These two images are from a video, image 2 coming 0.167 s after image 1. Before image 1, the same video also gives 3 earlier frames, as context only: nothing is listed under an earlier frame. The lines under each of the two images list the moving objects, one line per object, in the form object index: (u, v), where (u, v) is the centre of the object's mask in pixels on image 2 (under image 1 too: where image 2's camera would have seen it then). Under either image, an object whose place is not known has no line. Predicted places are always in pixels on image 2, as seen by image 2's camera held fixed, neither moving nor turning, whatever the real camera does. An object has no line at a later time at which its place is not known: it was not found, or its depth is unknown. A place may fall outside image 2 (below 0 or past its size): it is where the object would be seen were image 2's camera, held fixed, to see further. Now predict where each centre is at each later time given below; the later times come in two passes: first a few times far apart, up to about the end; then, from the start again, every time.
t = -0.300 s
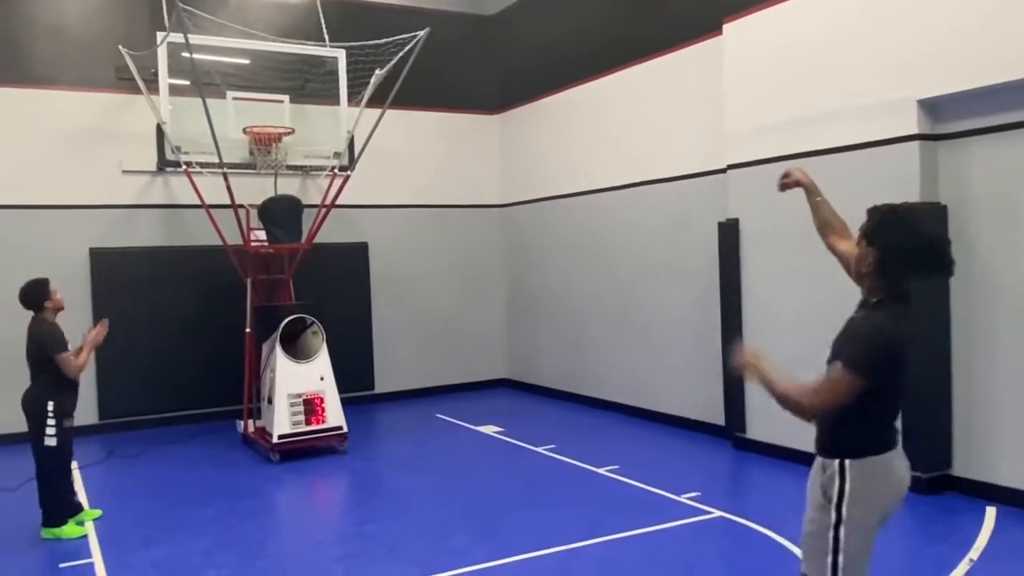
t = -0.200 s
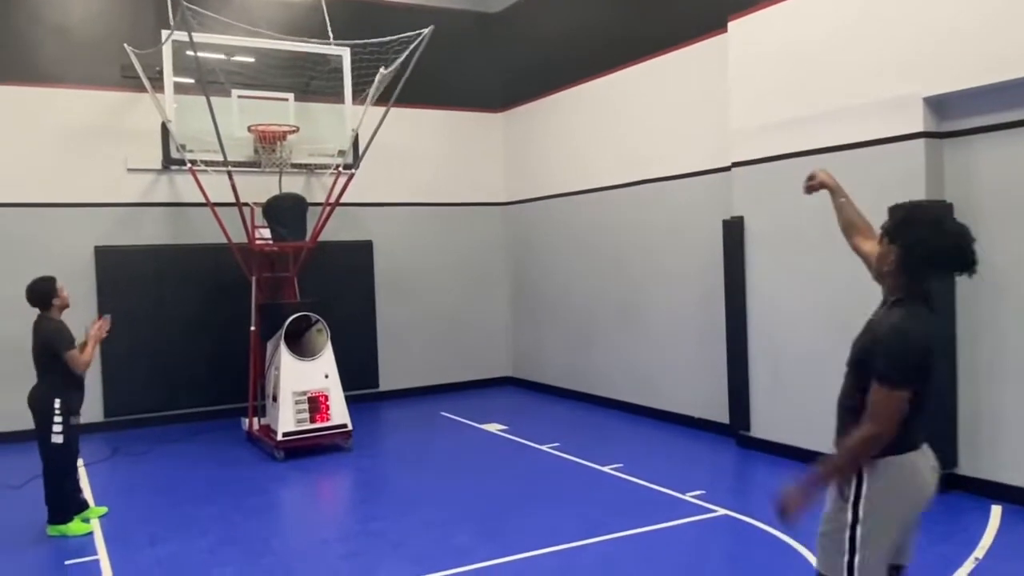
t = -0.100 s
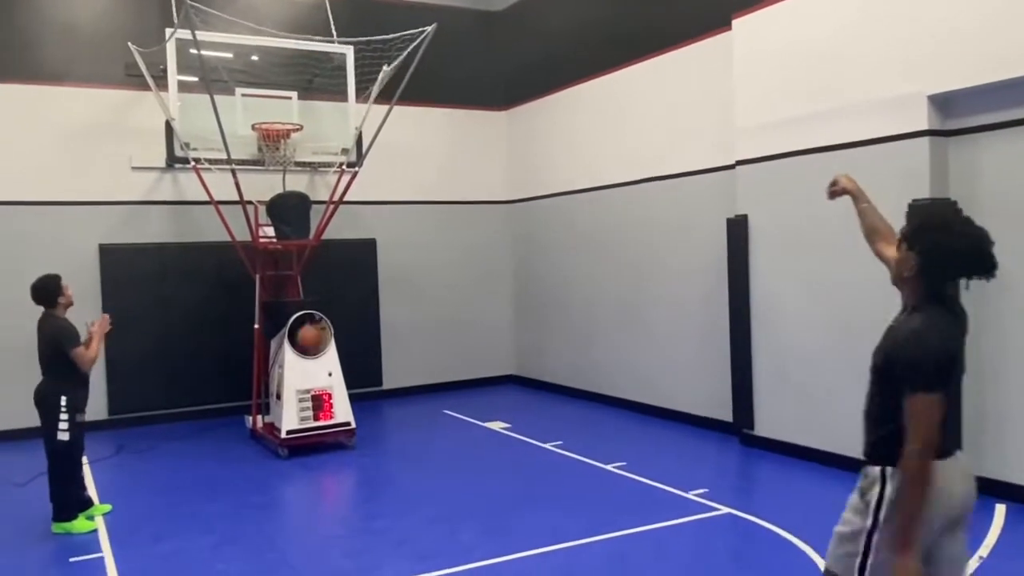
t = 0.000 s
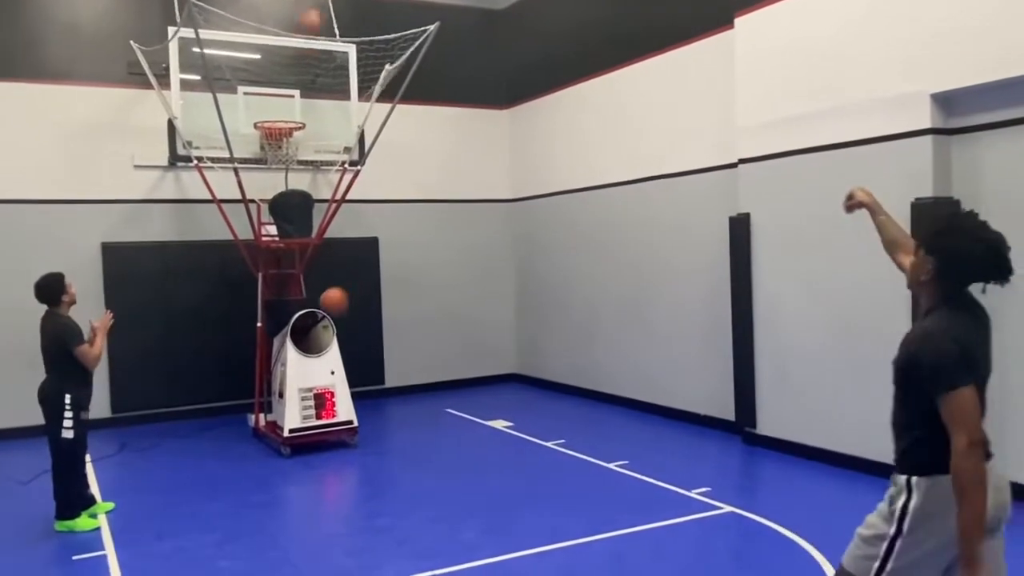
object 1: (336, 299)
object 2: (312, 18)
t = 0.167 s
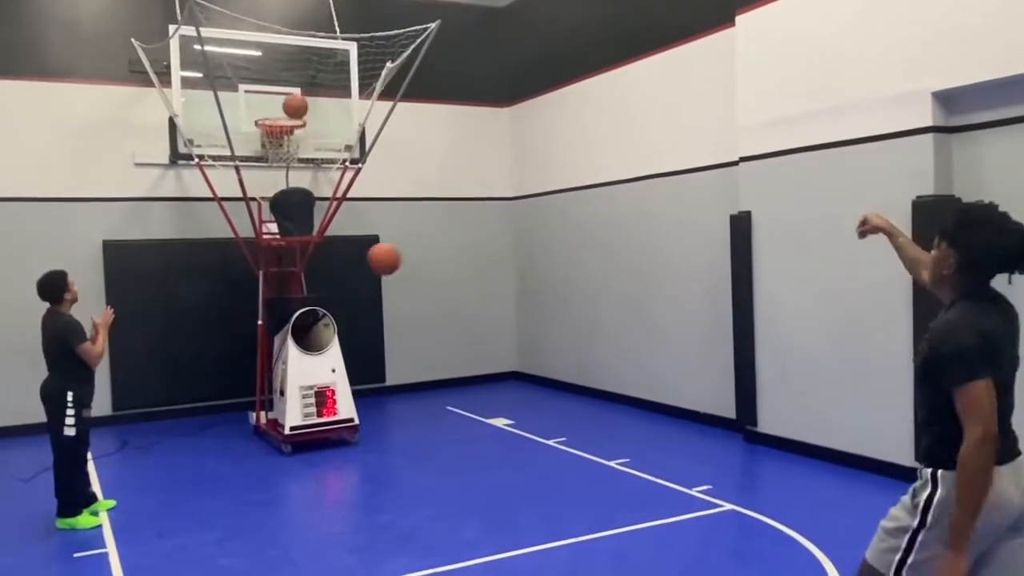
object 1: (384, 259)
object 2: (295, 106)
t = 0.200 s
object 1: (396, 253)
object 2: (293, 101)
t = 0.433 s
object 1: (507, 264)
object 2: (291, 83)
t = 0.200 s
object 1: (396, 253)
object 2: (293, 101)
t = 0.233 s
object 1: (409, 249)
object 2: (291, 97)
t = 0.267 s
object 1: (422, 247)
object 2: (290, 94)
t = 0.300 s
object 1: (437, 246)
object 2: (288, 93)
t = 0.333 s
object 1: (453, 248)
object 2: (287, 93)
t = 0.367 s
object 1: (470, 252)
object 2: (287, 89)
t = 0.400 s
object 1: (488, 257)
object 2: (289, 85)
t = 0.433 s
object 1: (507, 264)
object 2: (291, 83)
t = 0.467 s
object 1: (529, 275)
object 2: (293, 81)
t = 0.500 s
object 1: (551, 288)
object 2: (295, 81)
